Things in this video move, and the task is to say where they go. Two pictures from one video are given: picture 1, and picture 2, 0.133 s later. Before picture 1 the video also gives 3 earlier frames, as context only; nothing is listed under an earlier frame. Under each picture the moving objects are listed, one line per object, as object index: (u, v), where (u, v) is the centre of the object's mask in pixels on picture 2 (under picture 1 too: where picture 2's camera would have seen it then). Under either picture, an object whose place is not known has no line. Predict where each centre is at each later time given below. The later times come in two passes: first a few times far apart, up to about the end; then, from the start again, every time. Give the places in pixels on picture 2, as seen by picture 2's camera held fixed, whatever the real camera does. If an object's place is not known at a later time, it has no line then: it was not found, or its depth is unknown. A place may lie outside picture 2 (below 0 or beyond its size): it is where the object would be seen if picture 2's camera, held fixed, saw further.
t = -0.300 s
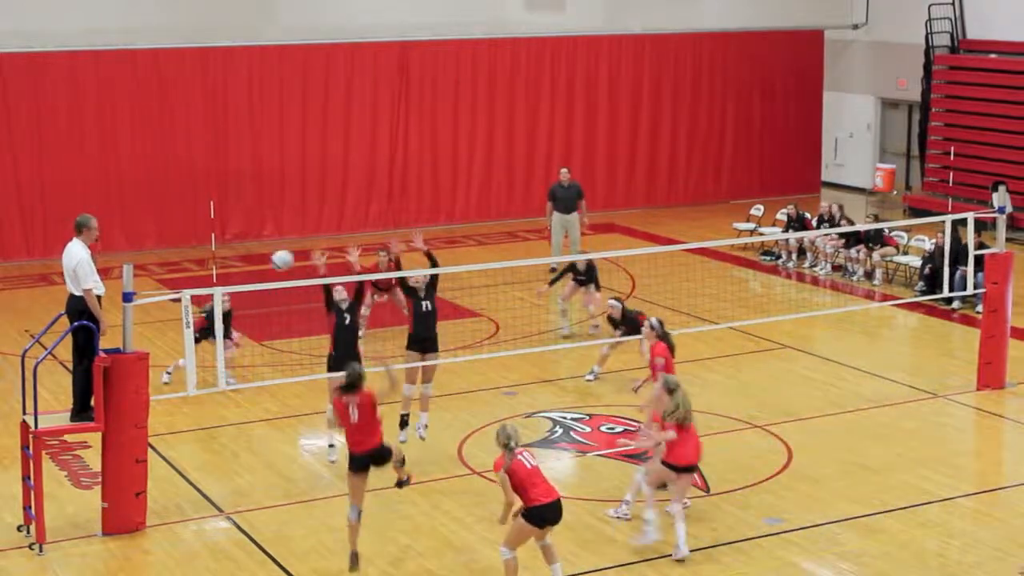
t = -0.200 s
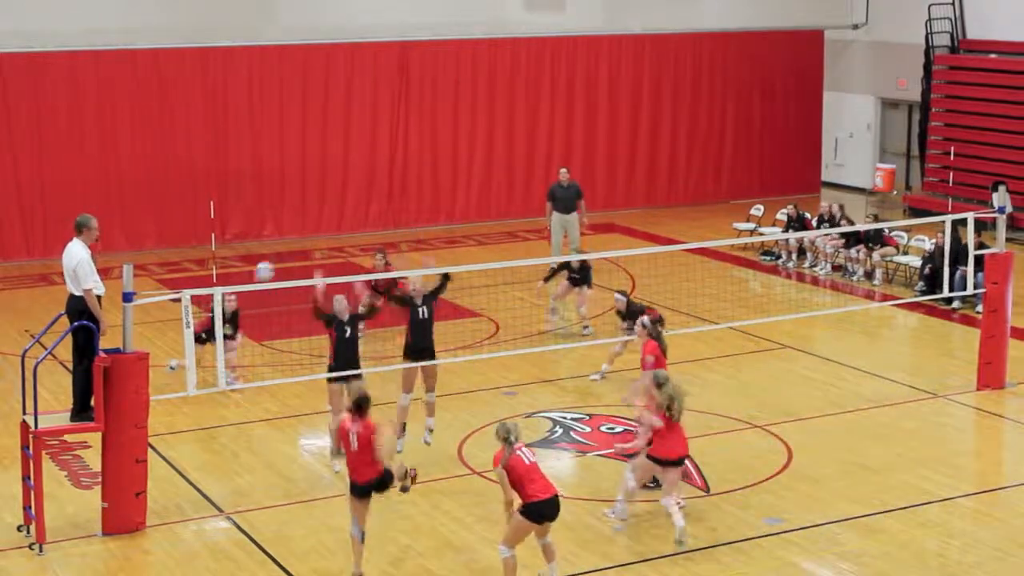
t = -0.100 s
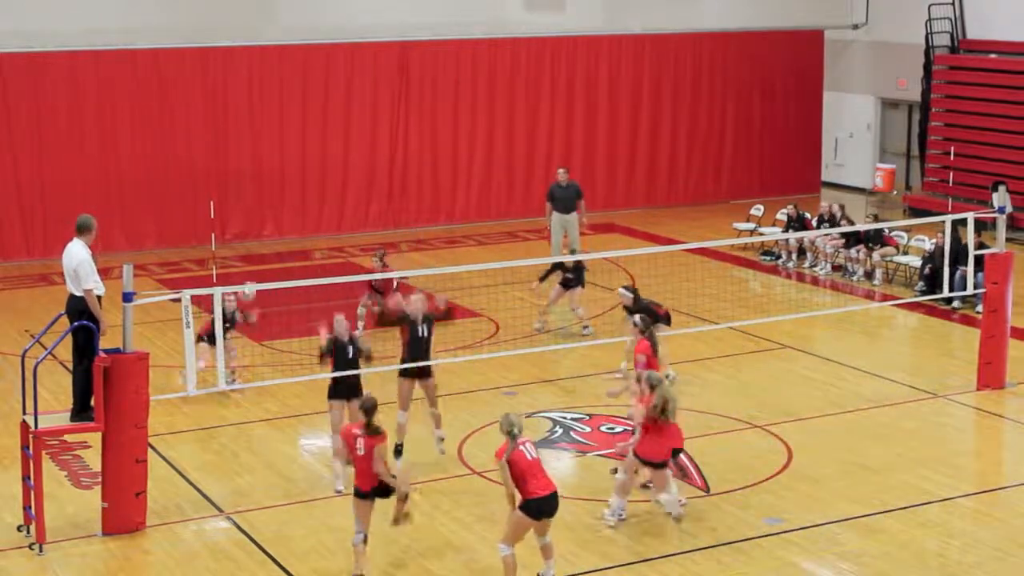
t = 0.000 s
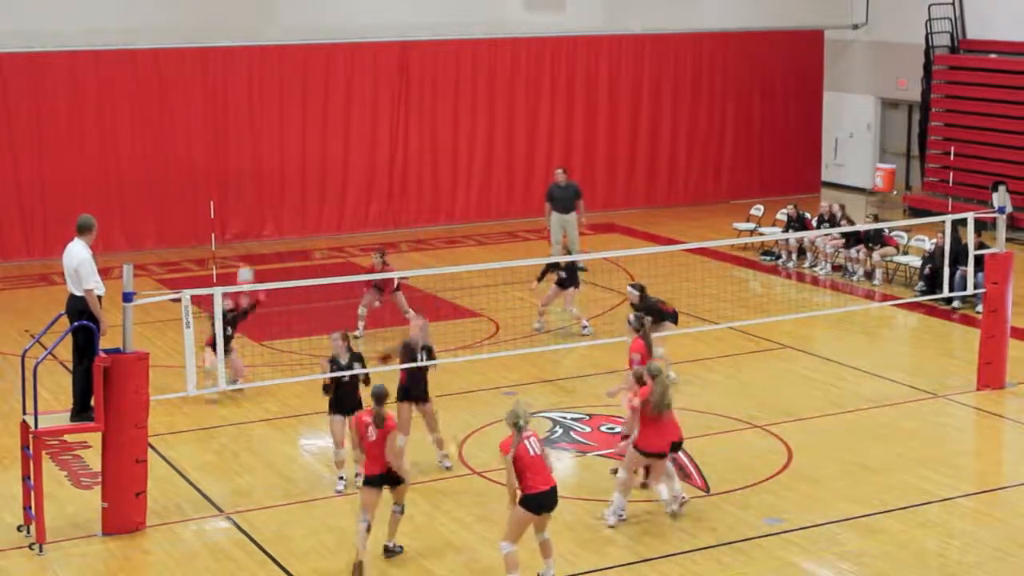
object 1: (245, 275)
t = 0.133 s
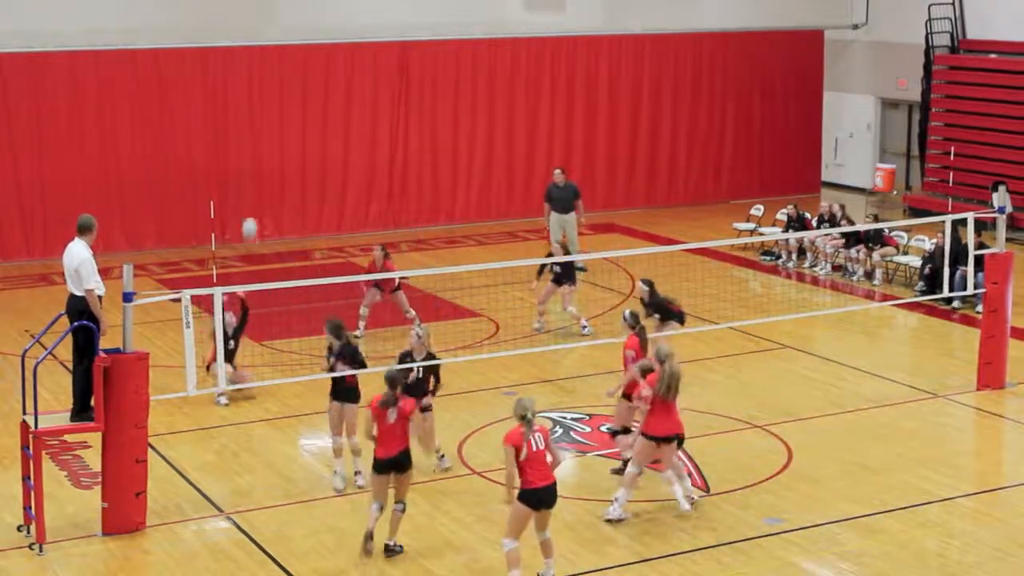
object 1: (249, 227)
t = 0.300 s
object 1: (256, 189)
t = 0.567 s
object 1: (268, 173)
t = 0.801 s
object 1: (279, 201)
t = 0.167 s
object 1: (251, 218)
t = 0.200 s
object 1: (252, 208)
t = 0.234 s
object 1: (254, 201)
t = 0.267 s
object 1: (254, 194)
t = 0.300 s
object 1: (256, 189)
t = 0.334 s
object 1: (258, 184)
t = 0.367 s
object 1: (259, 179)
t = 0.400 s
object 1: (260, 177)
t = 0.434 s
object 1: (262, 175)
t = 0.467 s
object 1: (264, 173)
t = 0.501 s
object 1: (265, 172)
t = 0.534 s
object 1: (267, 173)
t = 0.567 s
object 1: (268, 173)
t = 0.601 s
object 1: (270, 175)
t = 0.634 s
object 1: (271, 178)
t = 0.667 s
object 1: (273, 181)
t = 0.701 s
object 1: (275, 185)
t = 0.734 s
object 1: (277, 190)
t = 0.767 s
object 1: (278, 195)
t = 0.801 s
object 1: (279, 201)
